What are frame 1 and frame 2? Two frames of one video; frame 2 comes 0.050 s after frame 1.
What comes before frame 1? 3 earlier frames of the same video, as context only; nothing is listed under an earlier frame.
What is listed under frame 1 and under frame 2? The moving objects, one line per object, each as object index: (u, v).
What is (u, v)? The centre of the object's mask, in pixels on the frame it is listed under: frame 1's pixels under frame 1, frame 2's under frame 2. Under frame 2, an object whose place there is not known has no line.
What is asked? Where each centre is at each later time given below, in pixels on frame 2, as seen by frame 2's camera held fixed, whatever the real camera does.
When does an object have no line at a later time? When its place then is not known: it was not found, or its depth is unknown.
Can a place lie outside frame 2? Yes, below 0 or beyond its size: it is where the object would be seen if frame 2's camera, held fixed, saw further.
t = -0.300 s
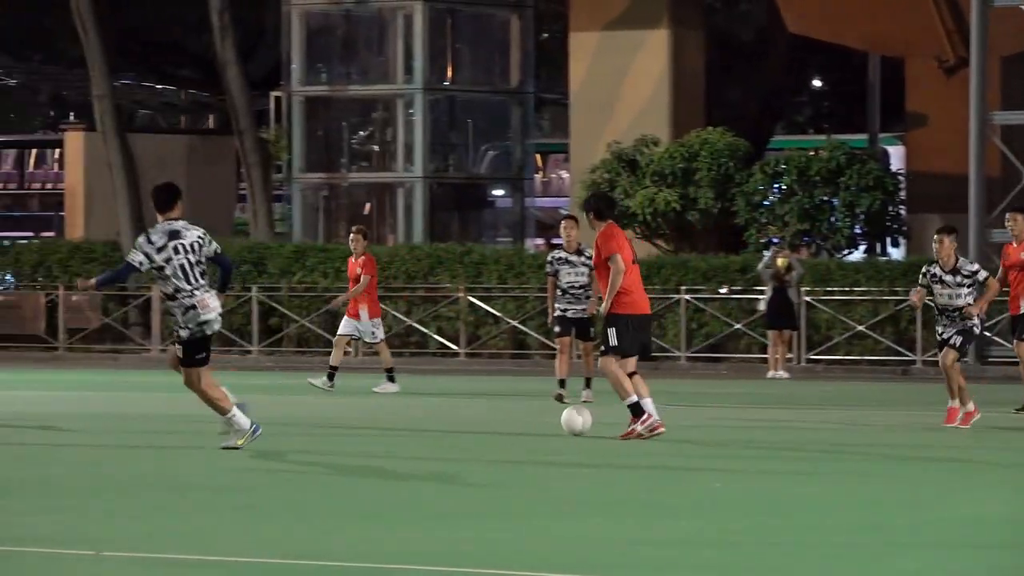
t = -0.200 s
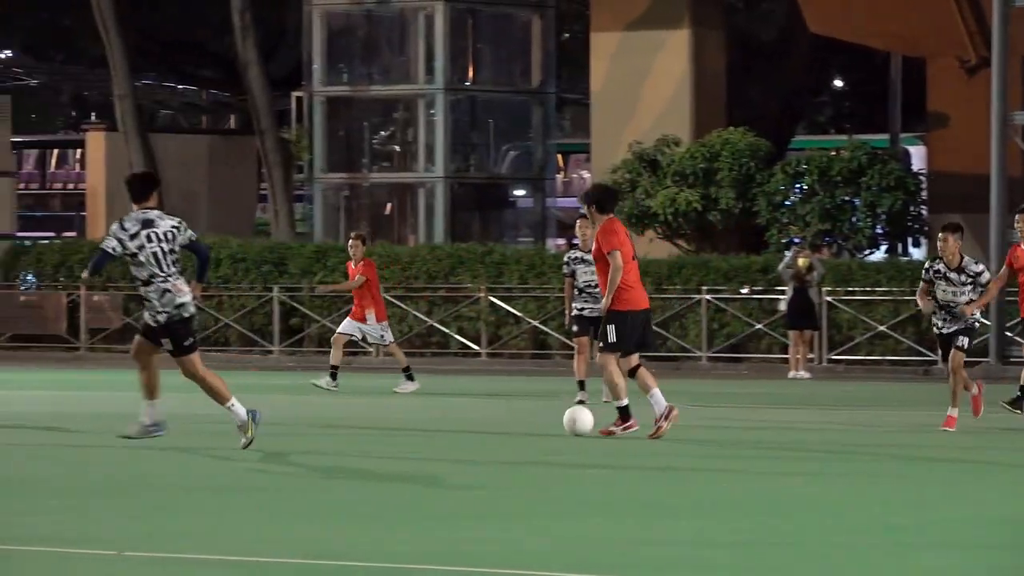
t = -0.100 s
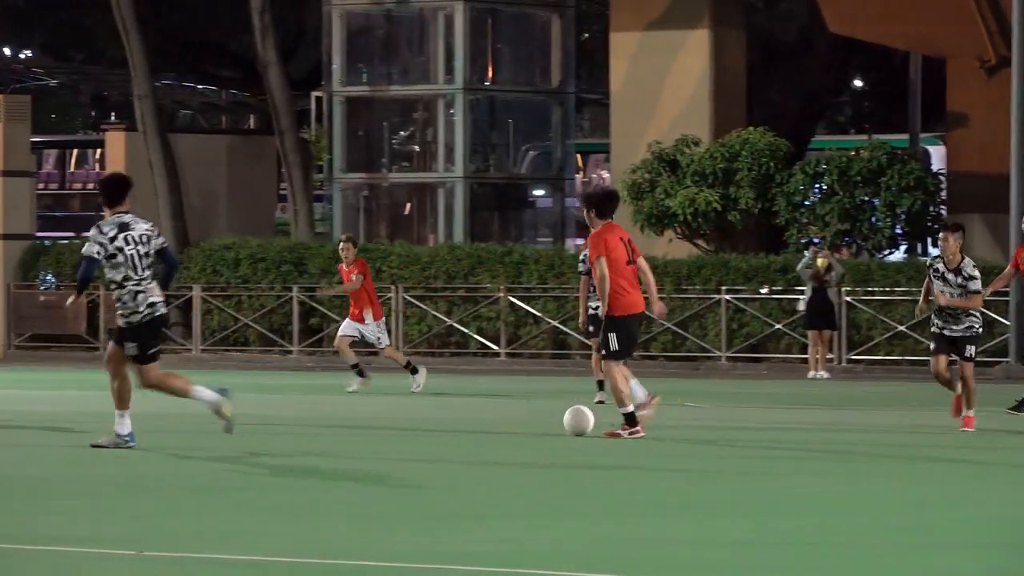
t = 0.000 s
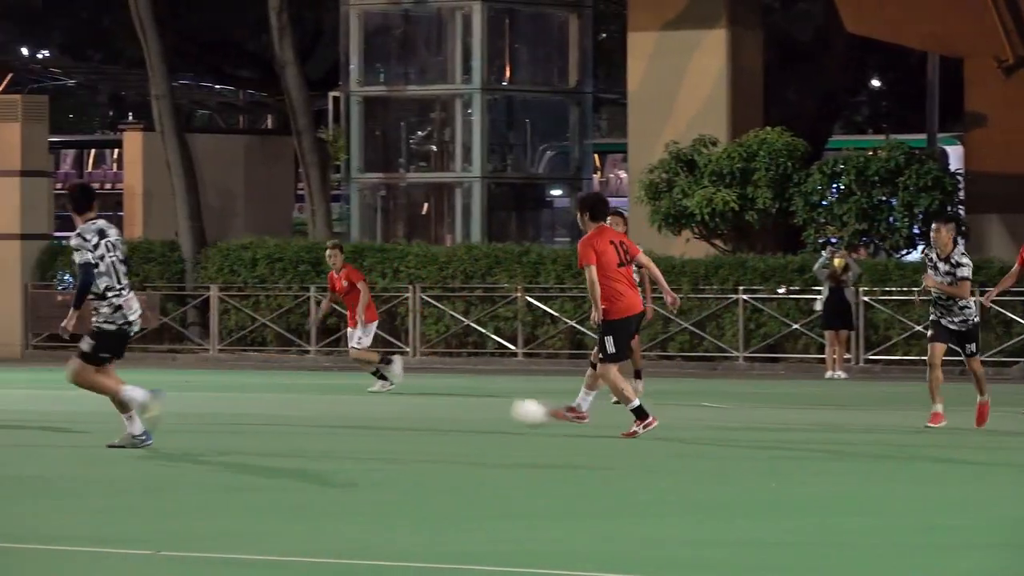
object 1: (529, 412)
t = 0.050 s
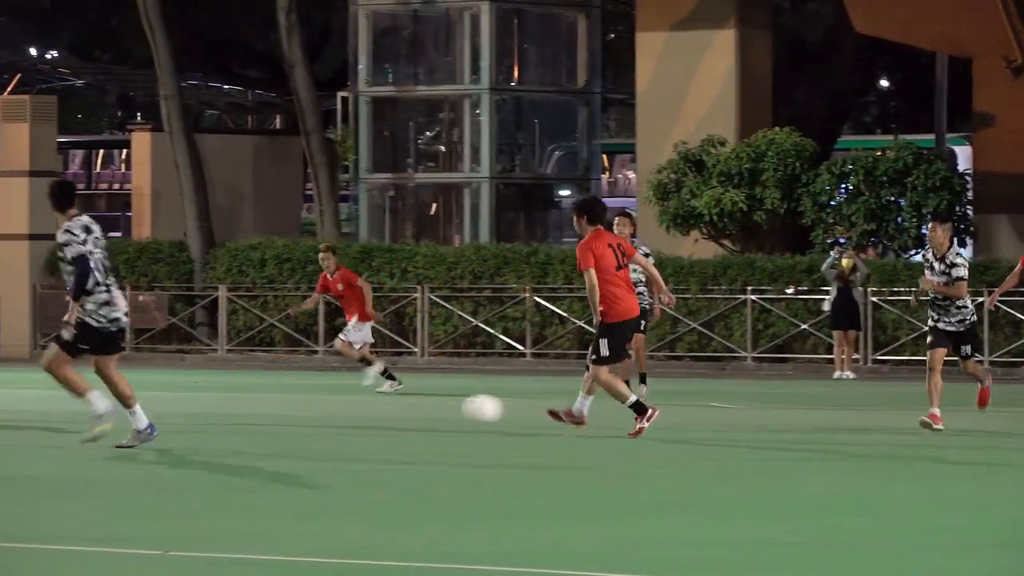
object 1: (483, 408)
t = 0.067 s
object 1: (463, 408)
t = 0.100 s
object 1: (424, 408)
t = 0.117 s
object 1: (404, 408)
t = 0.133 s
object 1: (385, 409)
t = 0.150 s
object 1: (366, 410)
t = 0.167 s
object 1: (347, 411)
